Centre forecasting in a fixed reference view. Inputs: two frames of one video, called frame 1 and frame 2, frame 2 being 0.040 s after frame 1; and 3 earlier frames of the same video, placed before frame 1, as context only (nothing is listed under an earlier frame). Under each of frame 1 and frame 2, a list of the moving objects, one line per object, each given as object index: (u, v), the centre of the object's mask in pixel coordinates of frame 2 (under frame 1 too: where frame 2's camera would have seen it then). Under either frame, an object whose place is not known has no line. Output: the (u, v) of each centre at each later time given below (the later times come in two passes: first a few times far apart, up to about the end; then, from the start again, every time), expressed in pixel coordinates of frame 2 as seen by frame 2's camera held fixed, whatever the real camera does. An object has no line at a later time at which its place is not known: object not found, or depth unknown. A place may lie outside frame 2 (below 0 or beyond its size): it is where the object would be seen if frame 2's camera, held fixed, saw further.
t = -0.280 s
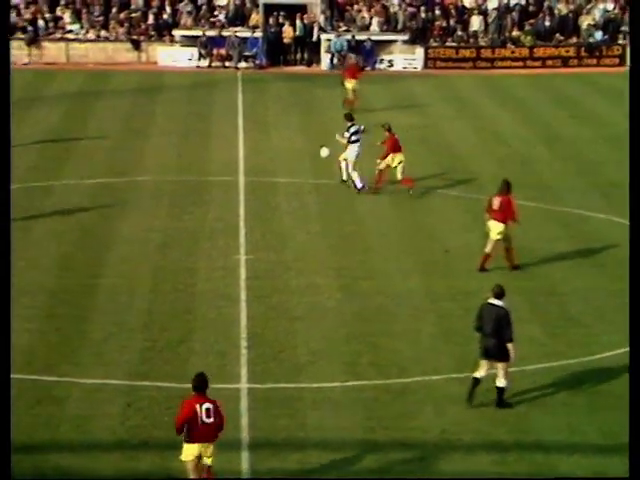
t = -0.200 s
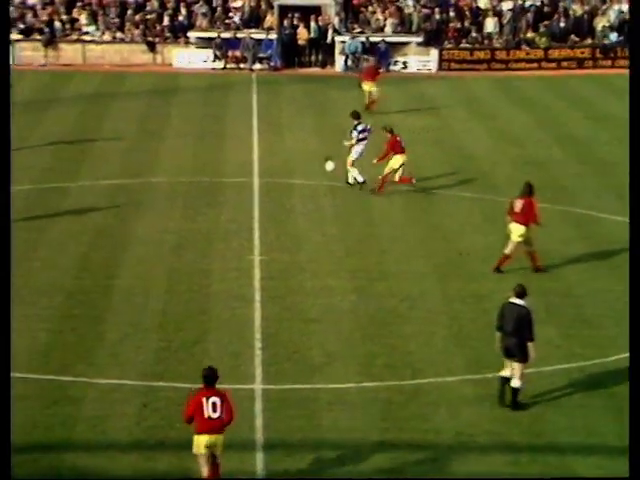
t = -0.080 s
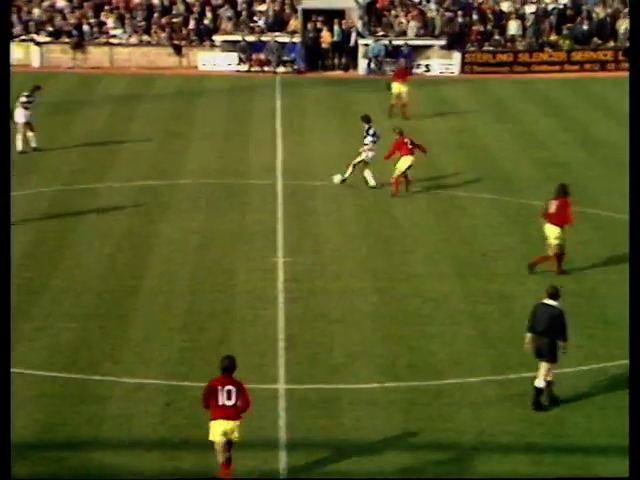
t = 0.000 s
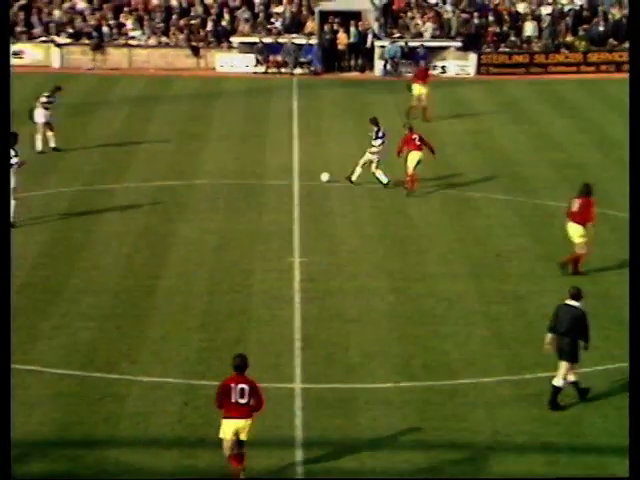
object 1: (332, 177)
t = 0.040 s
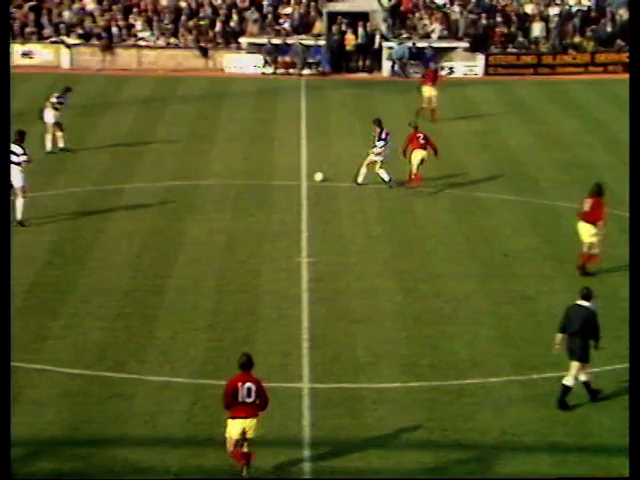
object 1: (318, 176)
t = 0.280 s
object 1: (253, 166)
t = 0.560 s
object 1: (200, 156)
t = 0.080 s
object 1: (308, 173)
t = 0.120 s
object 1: (296, 170)
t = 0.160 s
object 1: (285, 168)
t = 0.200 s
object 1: (274, 167)
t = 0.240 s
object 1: (264, 166)
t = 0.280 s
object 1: (253, 166)
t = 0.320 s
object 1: (246, 163)
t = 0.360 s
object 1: (238, 160)
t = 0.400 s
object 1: (230, 159)
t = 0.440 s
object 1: (222, 157)
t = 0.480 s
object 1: (215, 157)
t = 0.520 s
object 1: (207, 157)
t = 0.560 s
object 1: (200, 156)
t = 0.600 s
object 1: (195, 154)
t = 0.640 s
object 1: (189, 153)
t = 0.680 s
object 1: (183, 152)
